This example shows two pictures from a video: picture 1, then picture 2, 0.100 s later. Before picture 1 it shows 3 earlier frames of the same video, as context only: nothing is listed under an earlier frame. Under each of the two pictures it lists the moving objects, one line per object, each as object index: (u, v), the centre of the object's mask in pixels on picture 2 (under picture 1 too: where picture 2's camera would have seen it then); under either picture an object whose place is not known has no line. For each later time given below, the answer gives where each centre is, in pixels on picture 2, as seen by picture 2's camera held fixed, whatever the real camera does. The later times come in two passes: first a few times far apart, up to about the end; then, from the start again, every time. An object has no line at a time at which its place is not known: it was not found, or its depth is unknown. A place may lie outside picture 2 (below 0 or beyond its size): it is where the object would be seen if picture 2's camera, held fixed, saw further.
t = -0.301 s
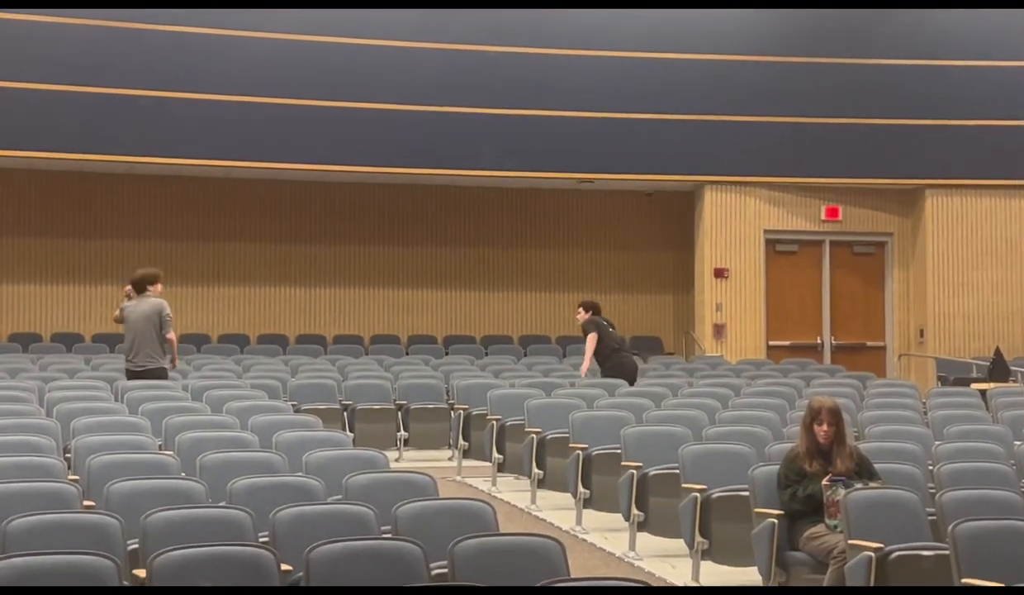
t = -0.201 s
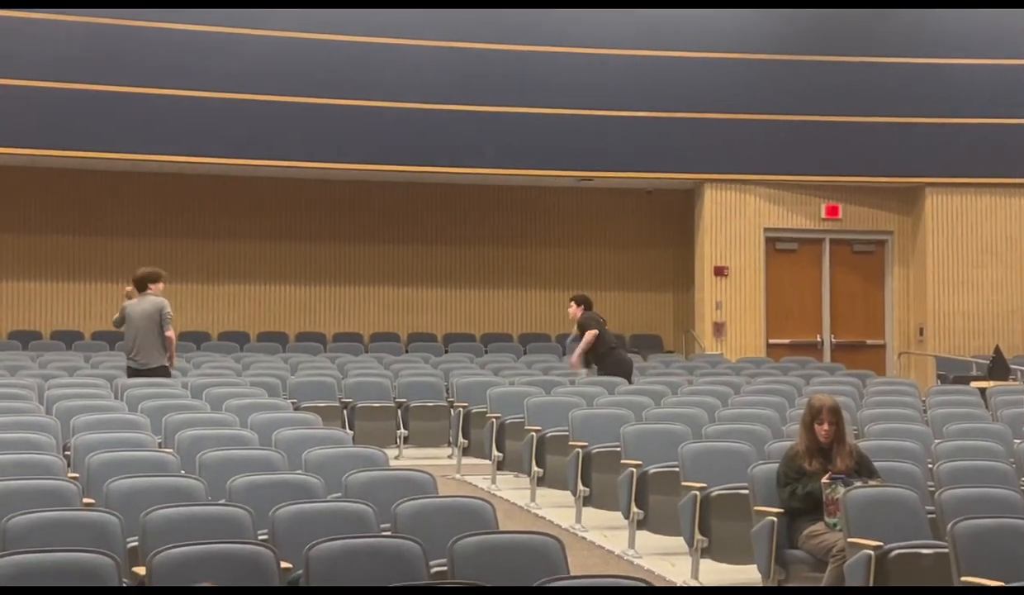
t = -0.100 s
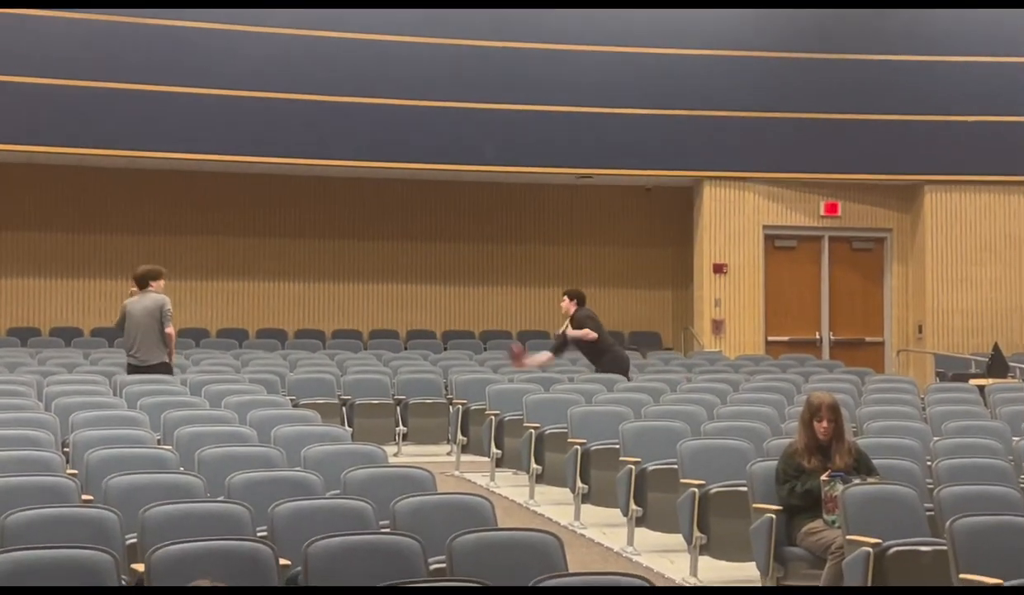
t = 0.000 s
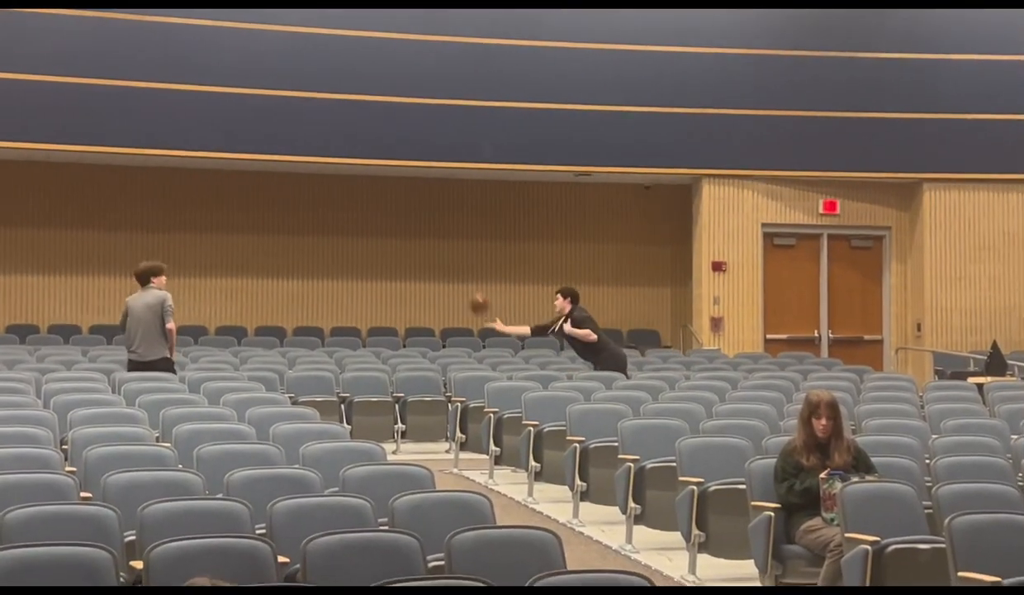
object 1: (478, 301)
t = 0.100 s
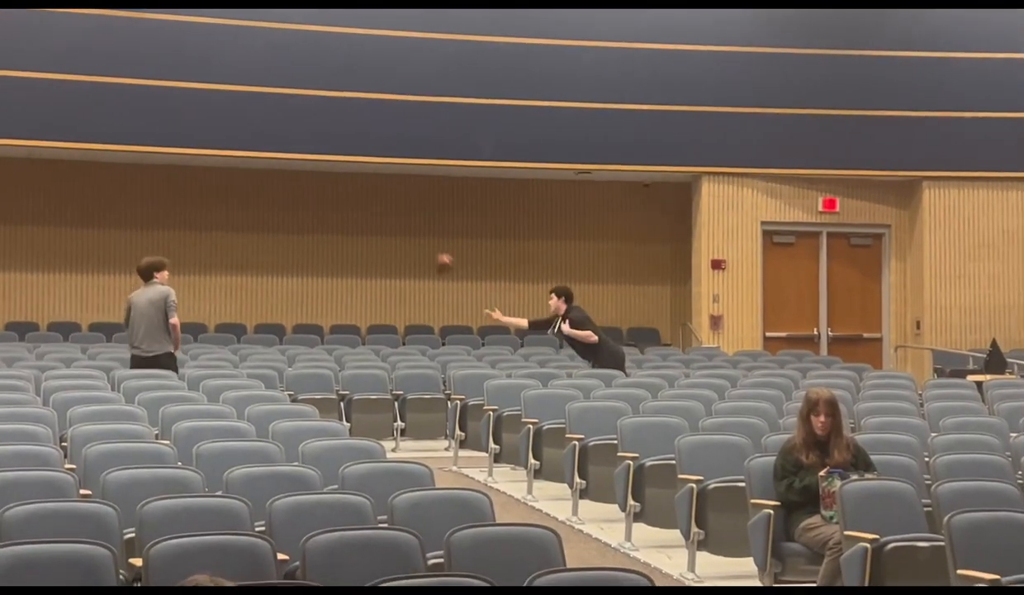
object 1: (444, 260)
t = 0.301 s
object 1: (374, 218)
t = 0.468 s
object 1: (315, 213)
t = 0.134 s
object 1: (433, 251)
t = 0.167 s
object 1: (420, 242)
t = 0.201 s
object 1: (409, 232)
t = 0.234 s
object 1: (397, 228)
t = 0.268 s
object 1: (386, 222)
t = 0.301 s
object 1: (374, 218)
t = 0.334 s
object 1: (362, 214)
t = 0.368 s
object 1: (350, 212)
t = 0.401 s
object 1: (339, 211)
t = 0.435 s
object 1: (327, 211)
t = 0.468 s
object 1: (315, 213)
